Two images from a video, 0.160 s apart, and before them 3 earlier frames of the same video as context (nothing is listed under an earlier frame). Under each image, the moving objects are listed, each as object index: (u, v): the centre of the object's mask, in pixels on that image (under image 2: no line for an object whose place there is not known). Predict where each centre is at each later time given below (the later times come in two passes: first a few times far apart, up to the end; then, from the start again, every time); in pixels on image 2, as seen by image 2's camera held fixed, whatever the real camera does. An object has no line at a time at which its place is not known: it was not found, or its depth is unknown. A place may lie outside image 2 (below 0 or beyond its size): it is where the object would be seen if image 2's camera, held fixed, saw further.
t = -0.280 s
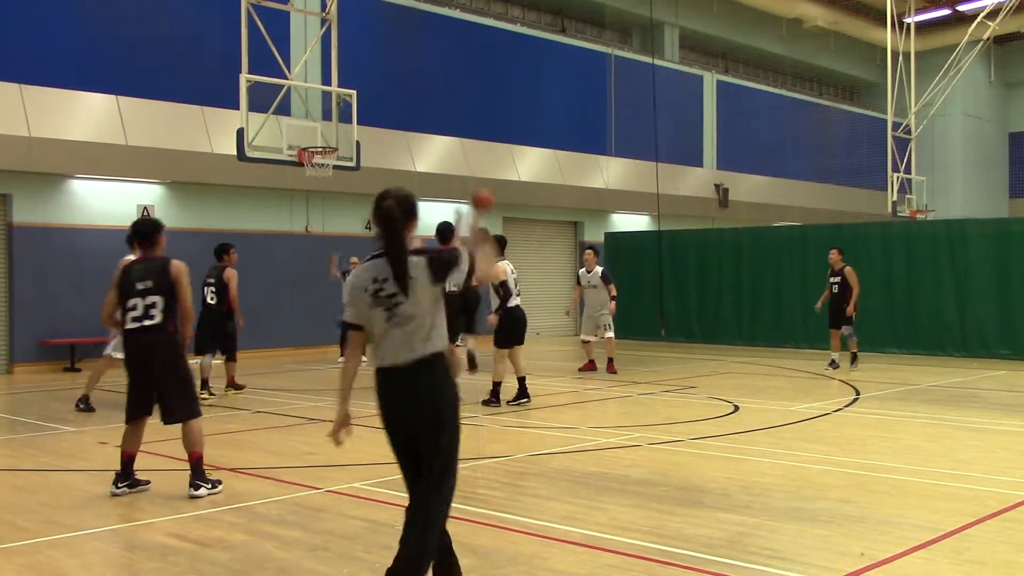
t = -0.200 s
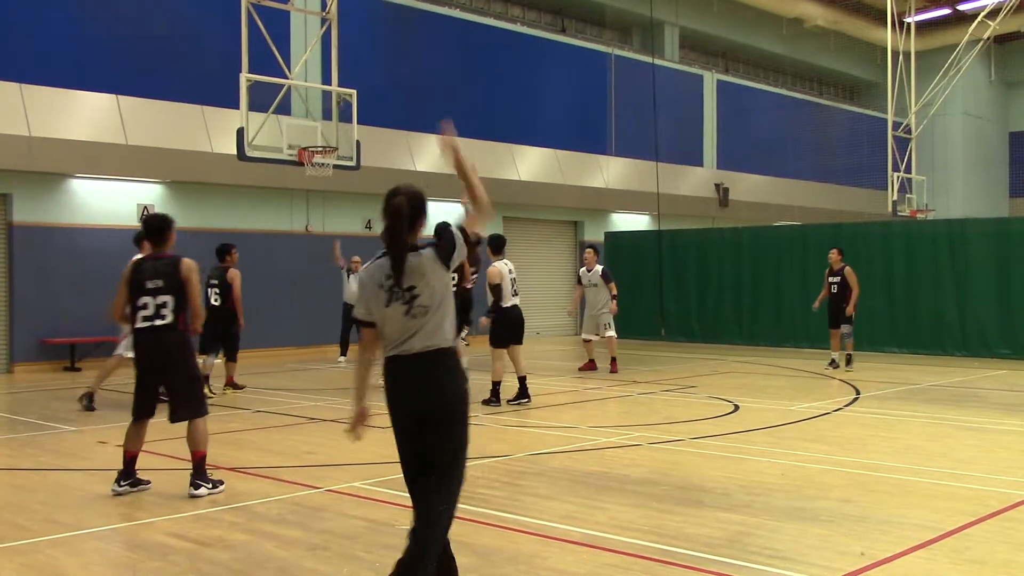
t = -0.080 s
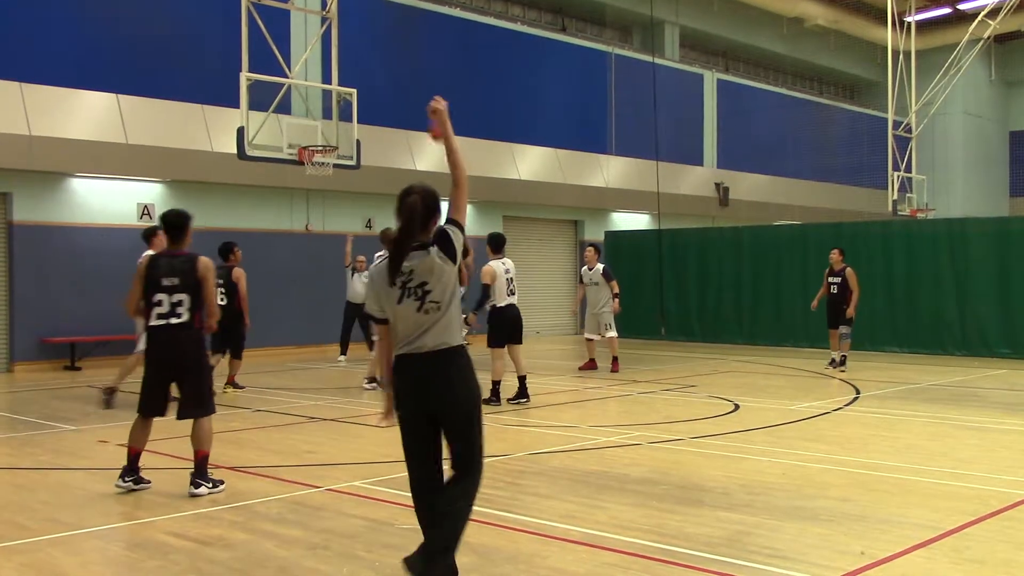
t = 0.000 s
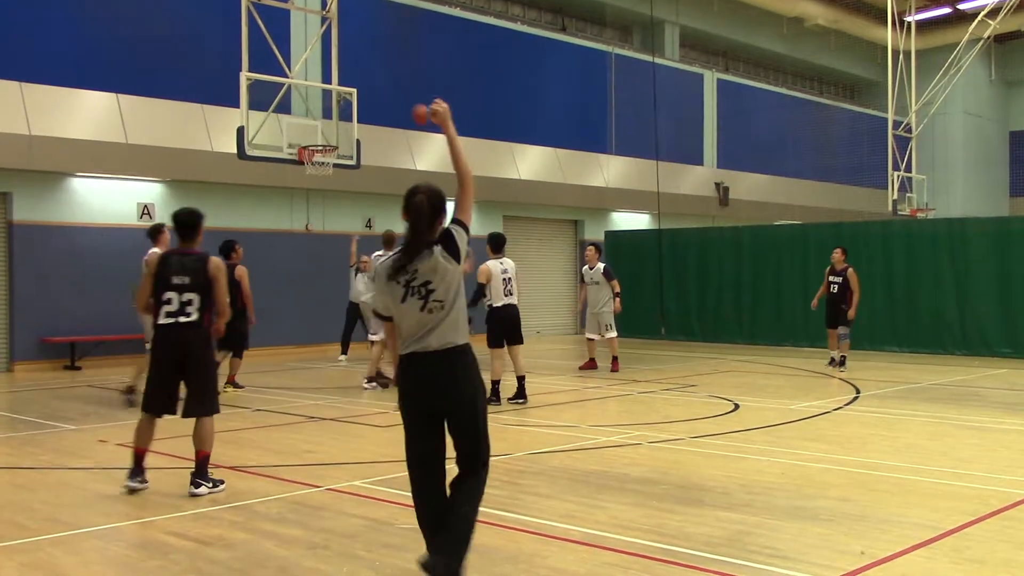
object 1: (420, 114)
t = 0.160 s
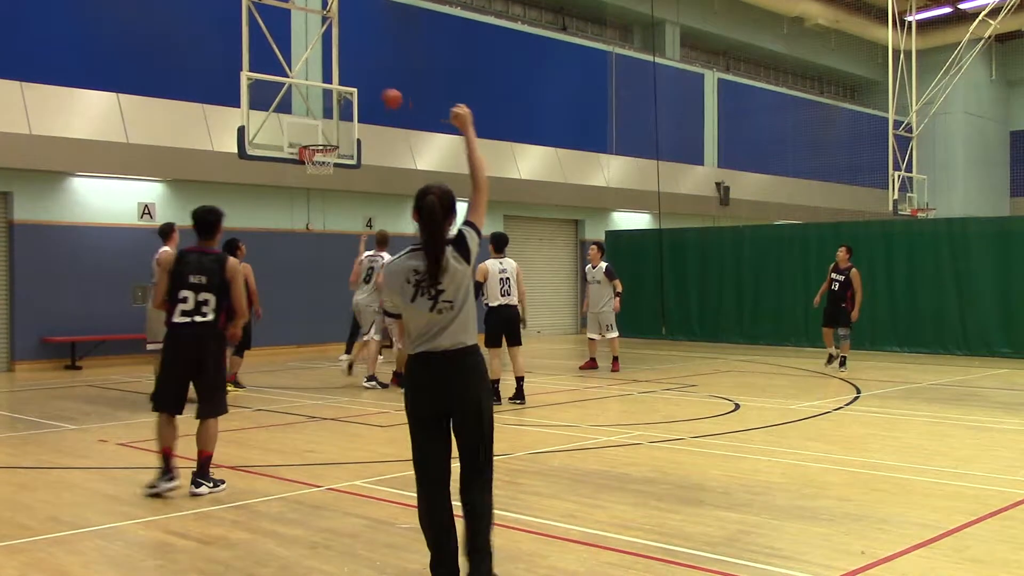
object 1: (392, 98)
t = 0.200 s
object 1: (385, 97)
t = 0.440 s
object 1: (341, 117)
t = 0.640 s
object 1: (317, 127)
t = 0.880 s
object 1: (316, 111)
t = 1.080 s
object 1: (321, 128)
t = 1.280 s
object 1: (325, 177)
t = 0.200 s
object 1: (385, 97)
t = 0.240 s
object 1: (377, 97)
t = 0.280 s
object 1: (370, 99)
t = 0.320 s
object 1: (363, 102)
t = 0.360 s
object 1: (356, 106)
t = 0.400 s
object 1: (348, 111)
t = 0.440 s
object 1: (341, 117)
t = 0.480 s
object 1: (336, 124)
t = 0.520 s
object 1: (328, 131)
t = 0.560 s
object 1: (323, 139)
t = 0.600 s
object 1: (319, 133)
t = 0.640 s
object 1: (317, 127)
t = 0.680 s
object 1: (314, 121)
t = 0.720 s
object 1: (315, 117)
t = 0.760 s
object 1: (315, 114)
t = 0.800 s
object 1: (316, 111)
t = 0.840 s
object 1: (316, 111)
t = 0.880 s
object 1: (316, 111)
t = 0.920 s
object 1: (317, 112)
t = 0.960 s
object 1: (319, 114)
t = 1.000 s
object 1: (320, 117)
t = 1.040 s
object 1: (321, 122)
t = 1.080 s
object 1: (321, 128)
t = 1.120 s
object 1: (322, 135)
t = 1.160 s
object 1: (323, 142)
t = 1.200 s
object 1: (324, 153)
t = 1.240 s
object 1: (323, 162)
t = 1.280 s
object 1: (325, 177)
